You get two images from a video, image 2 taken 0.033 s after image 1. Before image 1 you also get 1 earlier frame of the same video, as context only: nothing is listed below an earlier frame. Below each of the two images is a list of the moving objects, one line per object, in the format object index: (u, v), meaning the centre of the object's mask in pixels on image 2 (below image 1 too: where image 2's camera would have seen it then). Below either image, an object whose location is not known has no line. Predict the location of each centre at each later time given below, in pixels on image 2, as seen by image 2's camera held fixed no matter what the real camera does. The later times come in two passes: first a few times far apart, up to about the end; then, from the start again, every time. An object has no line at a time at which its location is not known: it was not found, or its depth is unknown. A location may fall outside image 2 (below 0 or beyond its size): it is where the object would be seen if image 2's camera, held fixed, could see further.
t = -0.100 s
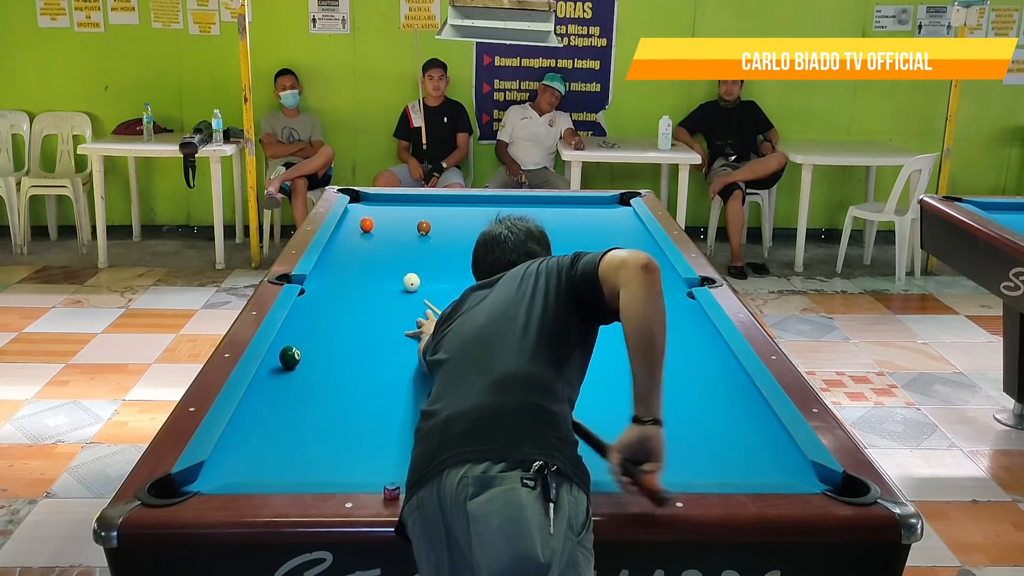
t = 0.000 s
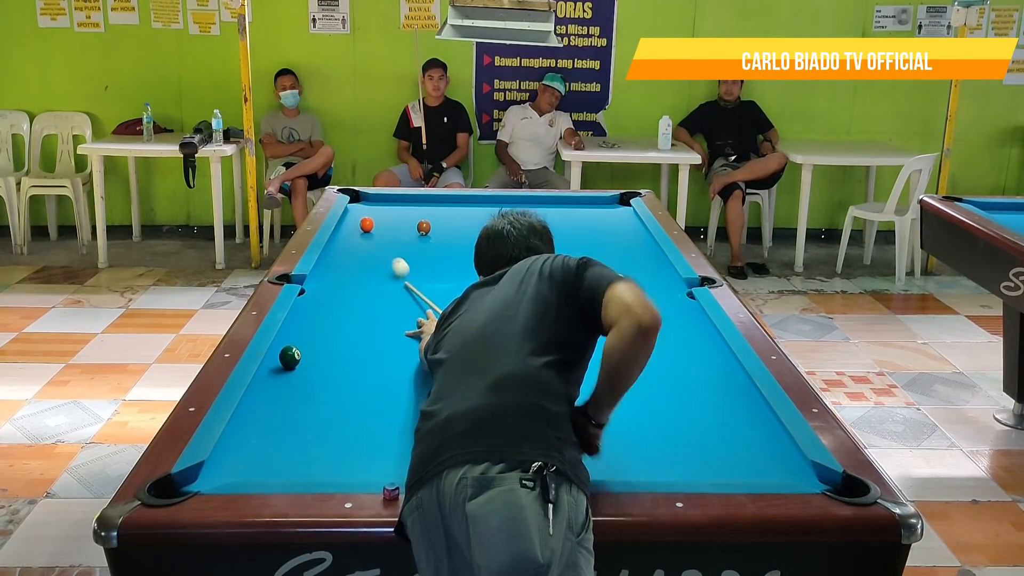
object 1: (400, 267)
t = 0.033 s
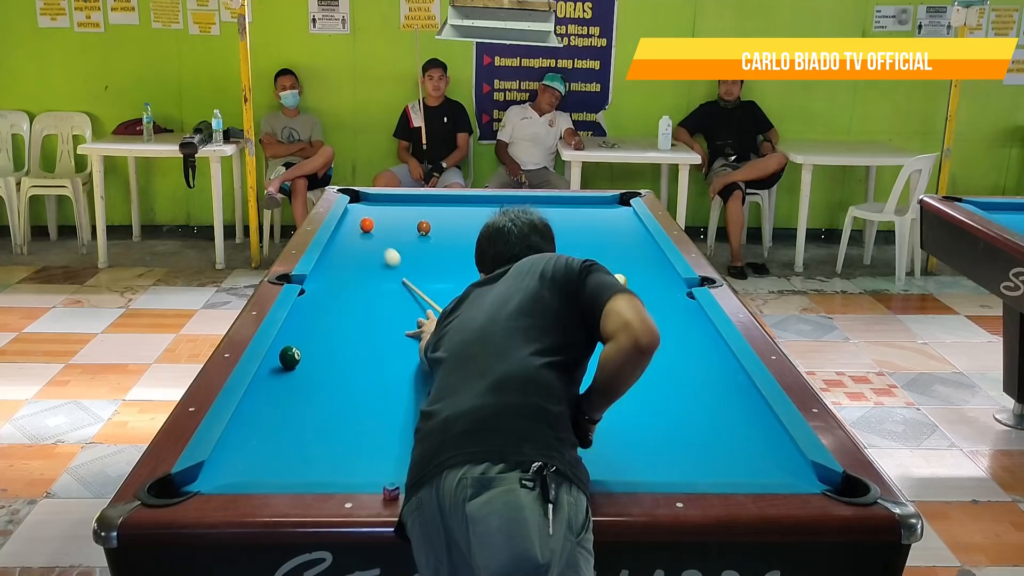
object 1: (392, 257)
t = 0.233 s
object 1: (357, 228)
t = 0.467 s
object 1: (343, 231)
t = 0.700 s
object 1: (352, 236)
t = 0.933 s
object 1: (362, 241)
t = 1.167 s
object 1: (371, 245)
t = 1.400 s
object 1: (379, 249)
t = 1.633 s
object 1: (388, 253)
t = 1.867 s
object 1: (395, 257)
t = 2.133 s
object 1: (404, 261)
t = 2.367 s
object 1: (410, 264)
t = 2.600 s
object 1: (417, 267)
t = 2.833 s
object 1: (422, 269)
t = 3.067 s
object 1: (427, 272)
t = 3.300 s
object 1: (432, 273)
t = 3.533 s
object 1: (435, 275)
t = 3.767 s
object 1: (438, 276)
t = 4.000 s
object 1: (440, 277)
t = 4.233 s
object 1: (442, 277)
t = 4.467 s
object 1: (443, 277)
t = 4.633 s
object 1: (443, 277)
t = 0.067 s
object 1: (385, 248)
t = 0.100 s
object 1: (378, 240)
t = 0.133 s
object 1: (371, 232)
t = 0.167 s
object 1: (366, 228)
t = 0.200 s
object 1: (362, 228)
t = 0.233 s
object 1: (357, 228)
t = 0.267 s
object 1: (354, 229)
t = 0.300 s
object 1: (351, 229)
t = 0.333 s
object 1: (348, 229)
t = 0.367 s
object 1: (344, 230)
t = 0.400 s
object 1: (341, 230)
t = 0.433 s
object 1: (341, 231)
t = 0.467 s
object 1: (343, 231)
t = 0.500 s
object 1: (344, 232)
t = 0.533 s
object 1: (345, 233)
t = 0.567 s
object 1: (347, 234)
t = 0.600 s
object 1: (348, 234)
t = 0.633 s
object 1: (350, 235)
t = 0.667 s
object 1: (351, 235)
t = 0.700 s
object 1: (352, 236)
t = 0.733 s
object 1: (354, 237)
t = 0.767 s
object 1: (355, 237)
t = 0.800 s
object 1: (356, 238)
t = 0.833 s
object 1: (358, 239)
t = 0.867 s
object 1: (359, 239)
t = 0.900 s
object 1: (360, 240)
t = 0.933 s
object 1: (362, 241)
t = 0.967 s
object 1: (363, 241)
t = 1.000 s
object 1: (364, 242)
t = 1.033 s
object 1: (365, 243)
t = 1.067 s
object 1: (367, 243)
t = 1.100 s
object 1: (368, 244)
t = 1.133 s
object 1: (369, 244)
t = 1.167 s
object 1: (371, 245)
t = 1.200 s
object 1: (372, 246)
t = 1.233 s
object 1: (373, 246)
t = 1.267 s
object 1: (374, 247)
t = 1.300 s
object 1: (376, 247)
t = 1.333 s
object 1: (377, 248)
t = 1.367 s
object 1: (378, 248)
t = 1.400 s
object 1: (379, 249)
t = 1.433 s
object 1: (381, 250)
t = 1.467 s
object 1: (382, 250)
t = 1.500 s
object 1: (383, 251)
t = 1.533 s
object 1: (384, 251)
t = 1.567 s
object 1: (385, 252)
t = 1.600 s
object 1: (387, 252)
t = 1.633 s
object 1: (388, 253)
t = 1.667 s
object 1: (389, 253)
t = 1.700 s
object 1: (390, 254)
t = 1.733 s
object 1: (391, 255)
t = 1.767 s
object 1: (392, 255)
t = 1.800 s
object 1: (393, 256)
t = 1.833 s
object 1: (394, 256)
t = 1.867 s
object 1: (395, 257)
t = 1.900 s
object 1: (396, 257)
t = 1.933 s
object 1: (397, 258)
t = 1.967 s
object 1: (398, 258)
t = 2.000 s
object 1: (400, 259)
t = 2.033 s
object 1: (401, 259)
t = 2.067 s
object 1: (402, 260)
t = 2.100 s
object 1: (403, 260)
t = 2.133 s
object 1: (404, 261)
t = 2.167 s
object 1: (405, 261)
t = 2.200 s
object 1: (406, 262)
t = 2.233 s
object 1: (407, 262)
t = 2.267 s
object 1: (408, 262)
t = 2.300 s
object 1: (409, 263)
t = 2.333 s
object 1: (410, 263)
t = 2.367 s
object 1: (410, 264)
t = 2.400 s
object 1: (411, 264)
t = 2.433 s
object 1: (412, 265)
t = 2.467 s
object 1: (413, 265)
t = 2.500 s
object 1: (414, 266)
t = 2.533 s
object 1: (415, 266)
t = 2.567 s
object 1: (416, 266)
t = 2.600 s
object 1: (417, 267)
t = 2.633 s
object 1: (418, 267)
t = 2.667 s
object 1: (418, 268)
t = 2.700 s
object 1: (419, 268)
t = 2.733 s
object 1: (420, 268)
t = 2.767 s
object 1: (421, 268)
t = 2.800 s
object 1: (422, 269)
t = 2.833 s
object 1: (422, 269)
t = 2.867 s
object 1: (423, 269)
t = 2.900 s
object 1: (424, 270)
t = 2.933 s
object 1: (425, 270)
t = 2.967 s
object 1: (425, 270)
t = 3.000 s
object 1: (426, 271)
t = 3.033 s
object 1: (427, 271)
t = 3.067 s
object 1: (427, 272)
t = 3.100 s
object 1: (428, 272)
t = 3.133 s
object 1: (429, 272)
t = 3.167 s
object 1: (429, 272)
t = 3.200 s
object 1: (430, 272)
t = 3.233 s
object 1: (430, 273)
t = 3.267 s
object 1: (431, 273)
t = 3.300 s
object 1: (432, 273)
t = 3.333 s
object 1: (432, 273)
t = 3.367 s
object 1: (433, 274)
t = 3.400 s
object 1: (433, 274)
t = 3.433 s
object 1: (434, 274)
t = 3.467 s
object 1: (434, 274)
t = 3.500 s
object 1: (435, 274)
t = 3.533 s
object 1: (435, 275)
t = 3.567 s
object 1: (435, 275)
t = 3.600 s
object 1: (436, 275)
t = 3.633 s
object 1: (436, 275)
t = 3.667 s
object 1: (437, 275)
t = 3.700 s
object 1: (437, 276)
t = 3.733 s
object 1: (438, 276)
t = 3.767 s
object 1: (438, 276)
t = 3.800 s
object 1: (439, 276)
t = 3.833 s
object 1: (439, 276)
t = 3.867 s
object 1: (439, 276)
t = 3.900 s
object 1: (440, 276)
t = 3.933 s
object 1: (440, 276)
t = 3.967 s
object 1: (440, 276)
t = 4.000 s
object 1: (440, 277)
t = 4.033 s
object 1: (441, 277)
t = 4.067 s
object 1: (441, 277)
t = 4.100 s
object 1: (441, 277)
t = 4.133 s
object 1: (442, 277)
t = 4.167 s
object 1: (442, 277)
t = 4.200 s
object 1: (442, 277)
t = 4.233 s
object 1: (442, 277)
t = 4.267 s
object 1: (442, 277)
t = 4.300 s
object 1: (442, 277)
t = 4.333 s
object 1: (442, 277)
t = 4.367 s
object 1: (443, 277)
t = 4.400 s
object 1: (443, 277)
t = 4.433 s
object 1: (443, 277)
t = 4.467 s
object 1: (443, 277)
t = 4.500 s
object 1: (443, 277)
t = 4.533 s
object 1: (443, 277)
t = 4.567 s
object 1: (443, 277)
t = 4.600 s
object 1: (443, 277)
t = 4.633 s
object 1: (443, 277)
